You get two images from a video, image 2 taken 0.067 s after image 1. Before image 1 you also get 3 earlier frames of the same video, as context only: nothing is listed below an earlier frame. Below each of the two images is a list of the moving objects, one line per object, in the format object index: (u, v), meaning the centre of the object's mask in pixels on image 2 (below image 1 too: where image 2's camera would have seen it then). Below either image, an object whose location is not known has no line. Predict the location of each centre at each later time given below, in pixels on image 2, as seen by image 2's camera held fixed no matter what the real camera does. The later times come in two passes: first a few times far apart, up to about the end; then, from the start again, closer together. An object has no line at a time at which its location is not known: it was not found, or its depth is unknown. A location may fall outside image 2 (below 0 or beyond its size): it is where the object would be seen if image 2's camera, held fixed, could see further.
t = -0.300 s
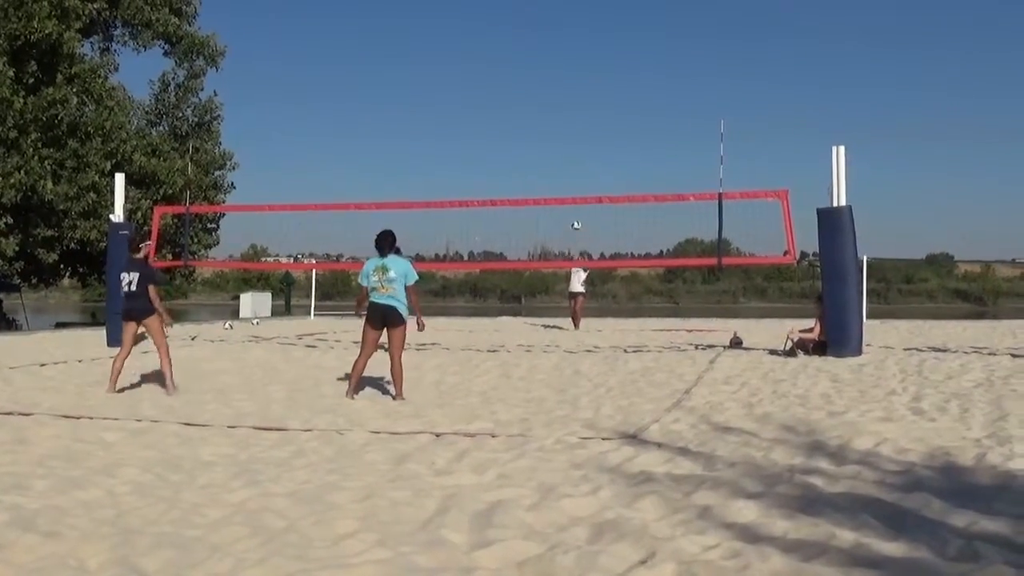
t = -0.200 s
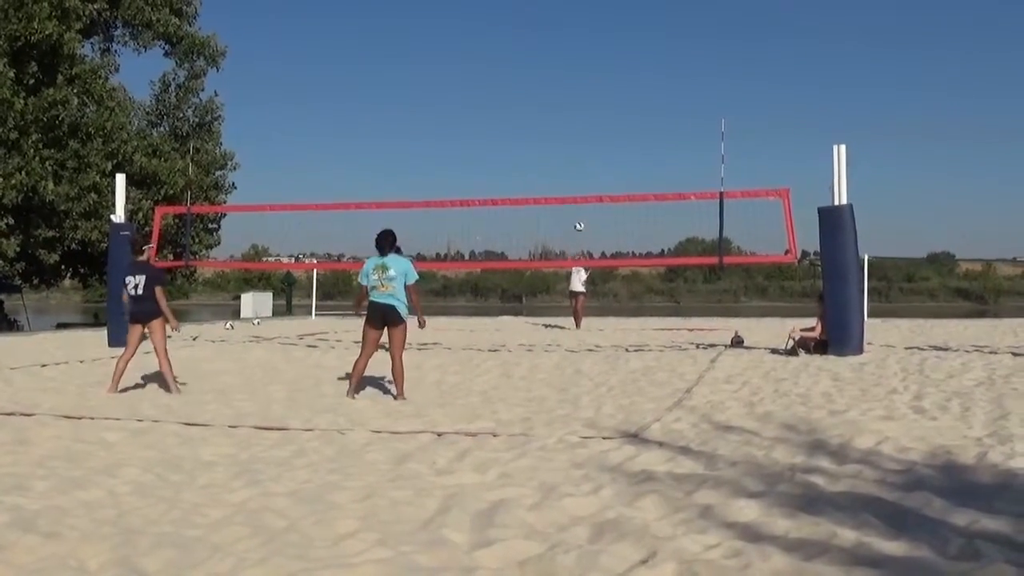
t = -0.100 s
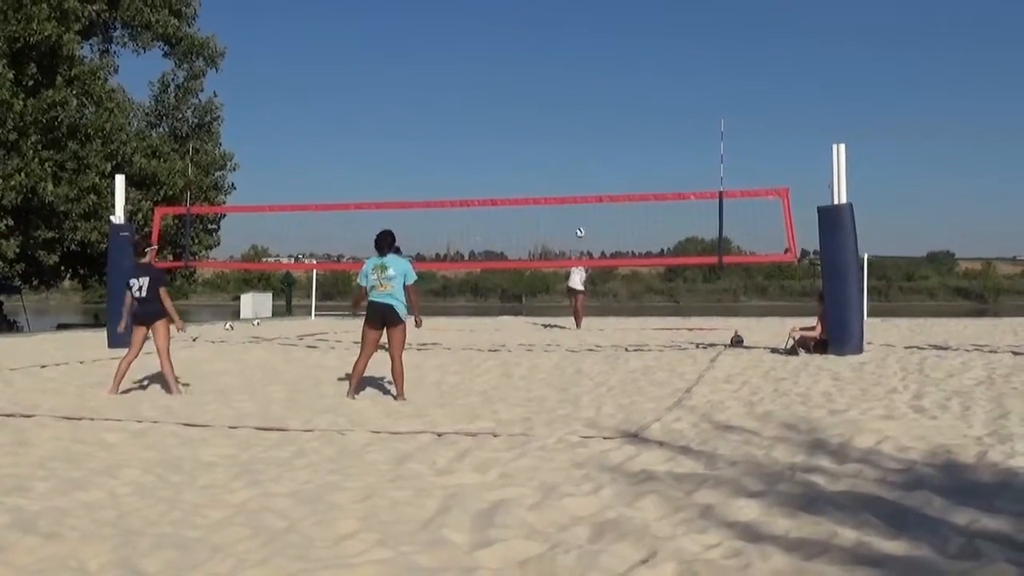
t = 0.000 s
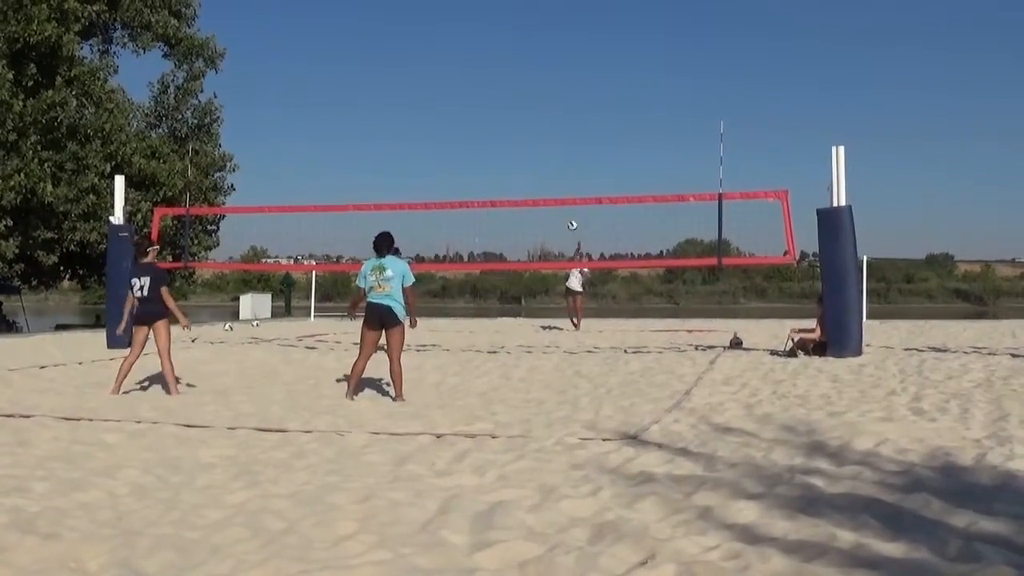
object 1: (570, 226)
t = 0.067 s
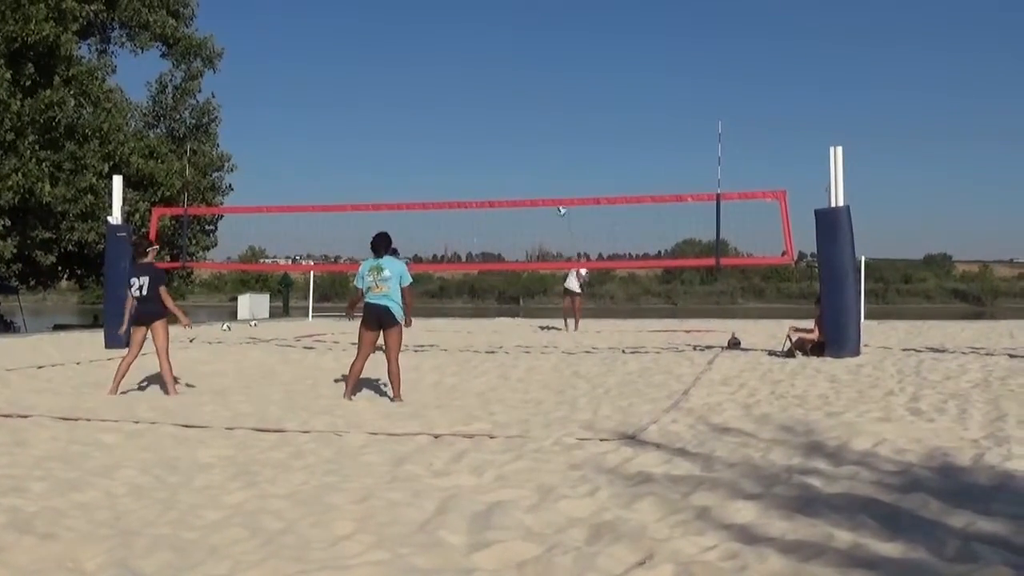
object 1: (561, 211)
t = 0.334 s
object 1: (520, 168)
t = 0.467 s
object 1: (493, 159)
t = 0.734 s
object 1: (426, 173)
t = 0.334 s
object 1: (520, 168)
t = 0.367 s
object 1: (514, 165)
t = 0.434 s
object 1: (500, 160)
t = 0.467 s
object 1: (493, 159)
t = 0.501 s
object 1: (486, 158)
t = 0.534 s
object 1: (477, 159)
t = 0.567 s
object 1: (470, 159)
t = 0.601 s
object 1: (462, 160)
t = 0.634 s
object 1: (452, 162)
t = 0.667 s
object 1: (444, 165)
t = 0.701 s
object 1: (435, 169)
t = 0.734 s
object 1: (426, 173)
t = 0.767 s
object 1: (415, 179)
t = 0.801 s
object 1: (405, 185)
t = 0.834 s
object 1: (394, 193)
